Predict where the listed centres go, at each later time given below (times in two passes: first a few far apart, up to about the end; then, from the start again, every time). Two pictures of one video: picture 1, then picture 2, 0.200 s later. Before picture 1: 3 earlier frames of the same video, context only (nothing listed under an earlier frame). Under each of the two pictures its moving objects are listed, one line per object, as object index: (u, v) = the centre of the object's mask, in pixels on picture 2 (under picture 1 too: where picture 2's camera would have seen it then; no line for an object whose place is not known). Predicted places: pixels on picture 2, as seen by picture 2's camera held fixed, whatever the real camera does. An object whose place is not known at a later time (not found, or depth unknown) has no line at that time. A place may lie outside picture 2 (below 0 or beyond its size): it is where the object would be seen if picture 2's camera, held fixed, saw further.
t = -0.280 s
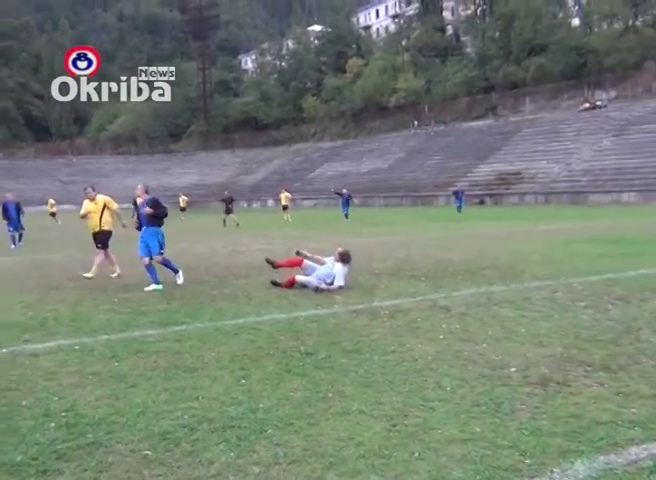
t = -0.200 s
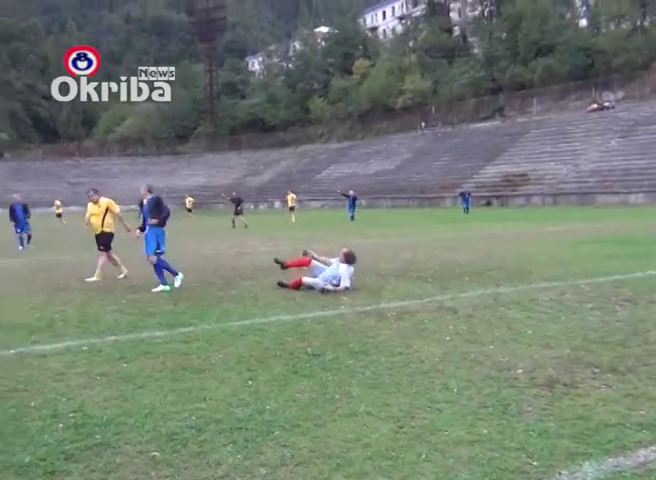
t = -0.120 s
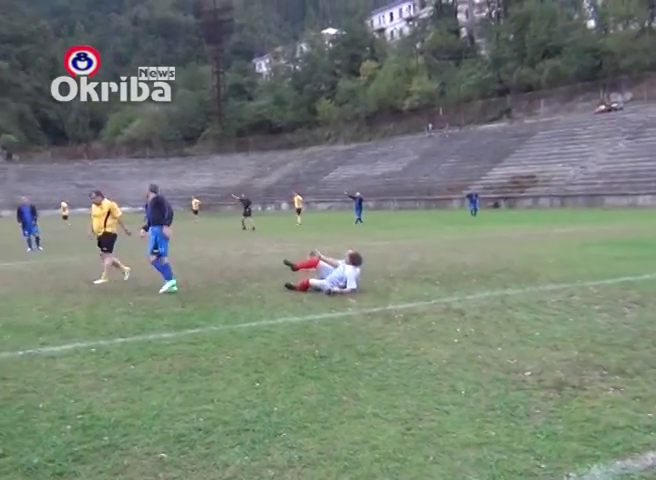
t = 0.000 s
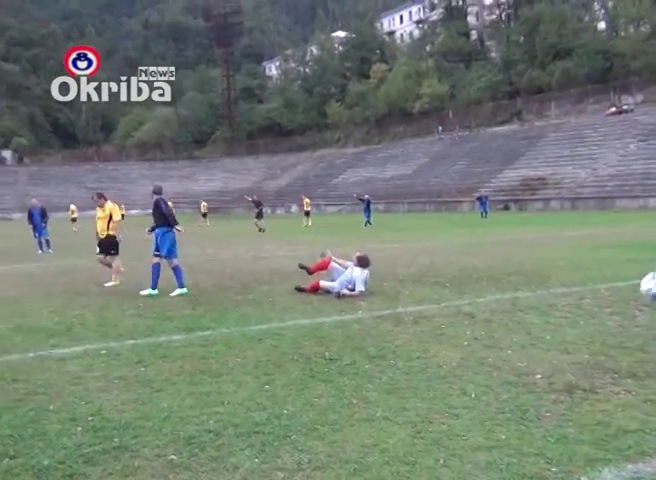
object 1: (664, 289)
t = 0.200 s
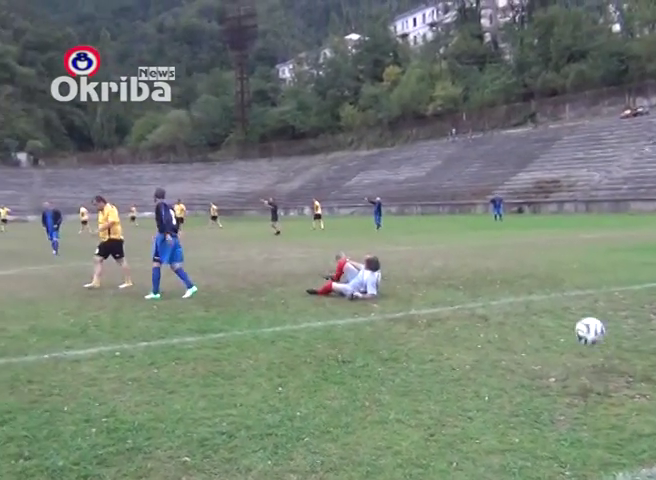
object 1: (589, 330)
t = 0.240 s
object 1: (584, 315)
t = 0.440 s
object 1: (556, 267)
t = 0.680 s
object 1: (525, 270)
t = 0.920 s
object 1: (498, 339)
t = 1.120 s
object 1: (469, 316)
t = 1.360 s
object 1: (436, 317)
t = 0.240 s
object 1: (584, 315)
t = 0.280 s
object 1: (578, 301)
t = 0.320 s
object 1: (573, 289)
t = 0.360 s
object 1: (567, 280)
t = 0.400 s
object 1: (561, 272)
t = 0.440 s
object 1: (556, 267)
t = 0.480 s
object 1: (551, 263)
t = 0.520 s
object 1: (545, 261)
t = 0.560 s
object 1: (540, 261)
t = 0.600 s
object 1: (536, 262)
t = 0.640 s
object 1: (530, 265)
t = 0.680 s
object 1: (525, 270)
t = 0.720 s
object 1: (520, 277)
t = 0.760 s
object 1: (515, 286)
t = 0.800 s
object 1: (510, 297)
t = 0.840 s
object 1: (505, 309)
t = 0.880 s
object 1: (502, 323)
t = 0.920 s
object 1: (498, 339)
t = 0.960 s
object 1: (492, 353)
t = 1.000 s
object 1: (487, 341)
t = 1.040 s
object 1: (482, 331)
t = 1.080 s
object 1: (475, 323)
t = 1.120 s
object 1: (469, 316)
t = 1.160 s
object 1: (463, 312)
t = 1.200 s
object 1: (457, 309)
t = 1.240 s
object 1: (452, 309)
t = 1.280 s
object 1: (447, 309)
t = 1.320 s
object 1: (441, 312)
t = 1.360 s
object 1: (436, 317)
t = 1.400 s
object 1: (431, 322)
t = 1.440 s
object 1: (427, 329)
